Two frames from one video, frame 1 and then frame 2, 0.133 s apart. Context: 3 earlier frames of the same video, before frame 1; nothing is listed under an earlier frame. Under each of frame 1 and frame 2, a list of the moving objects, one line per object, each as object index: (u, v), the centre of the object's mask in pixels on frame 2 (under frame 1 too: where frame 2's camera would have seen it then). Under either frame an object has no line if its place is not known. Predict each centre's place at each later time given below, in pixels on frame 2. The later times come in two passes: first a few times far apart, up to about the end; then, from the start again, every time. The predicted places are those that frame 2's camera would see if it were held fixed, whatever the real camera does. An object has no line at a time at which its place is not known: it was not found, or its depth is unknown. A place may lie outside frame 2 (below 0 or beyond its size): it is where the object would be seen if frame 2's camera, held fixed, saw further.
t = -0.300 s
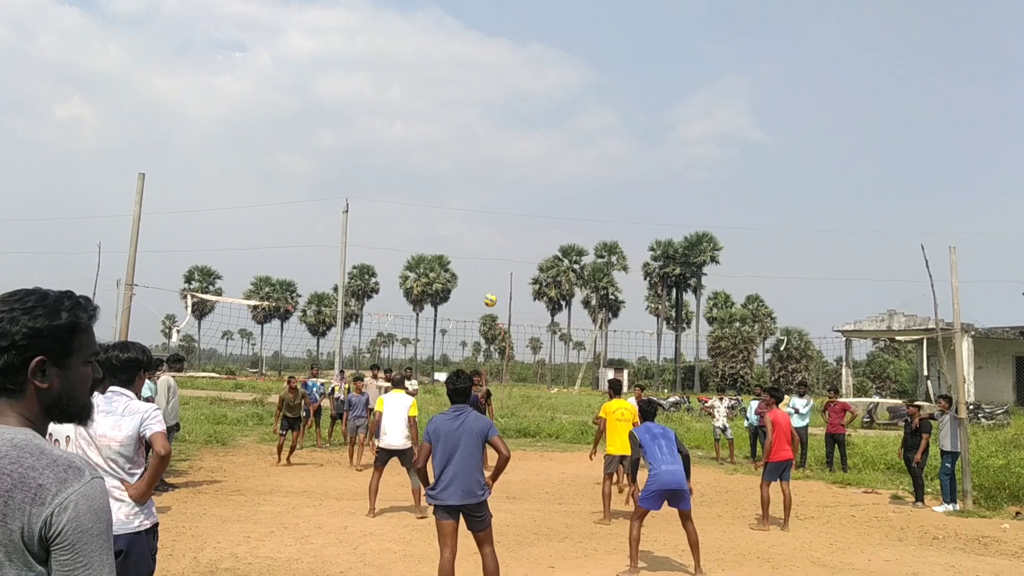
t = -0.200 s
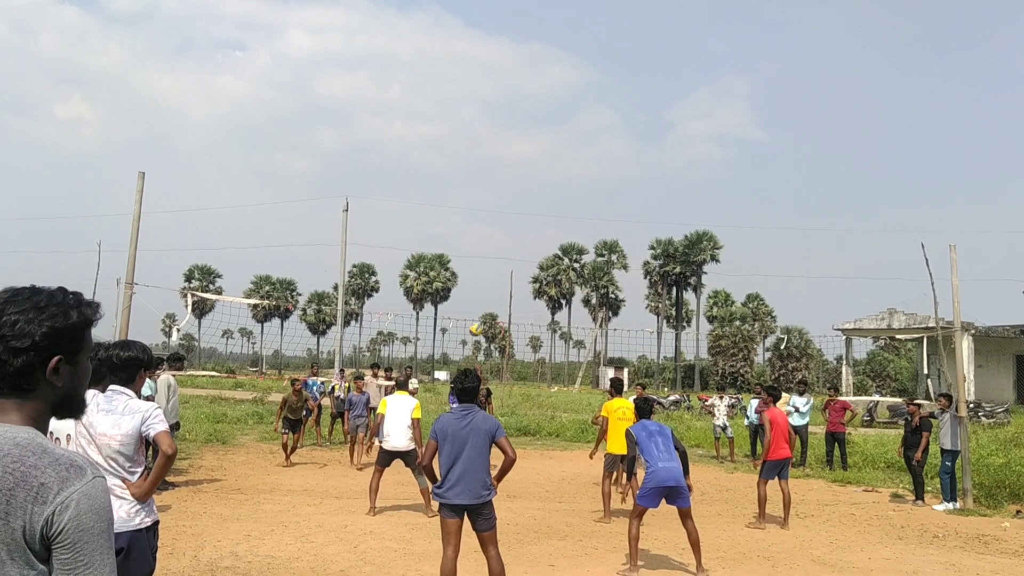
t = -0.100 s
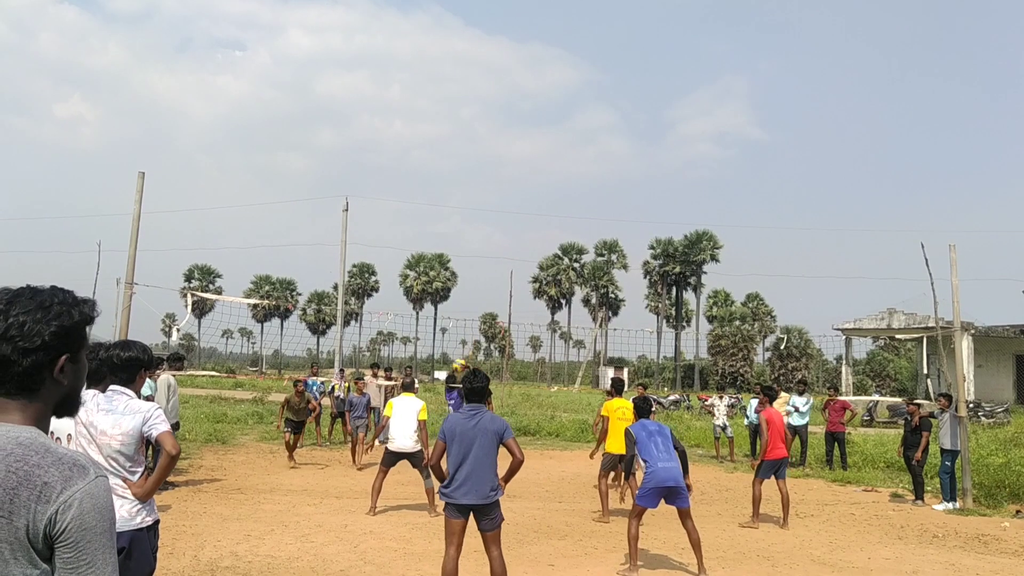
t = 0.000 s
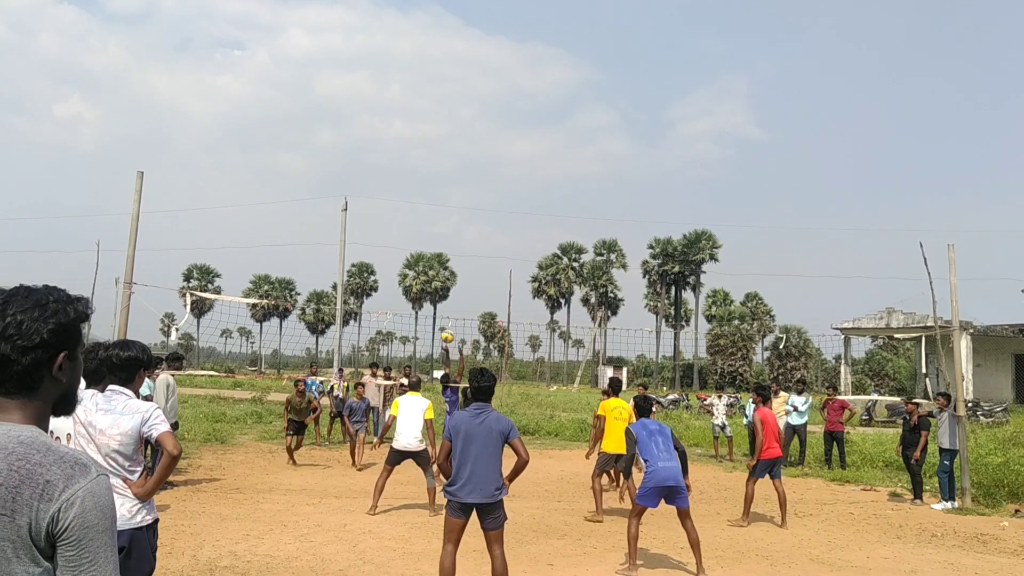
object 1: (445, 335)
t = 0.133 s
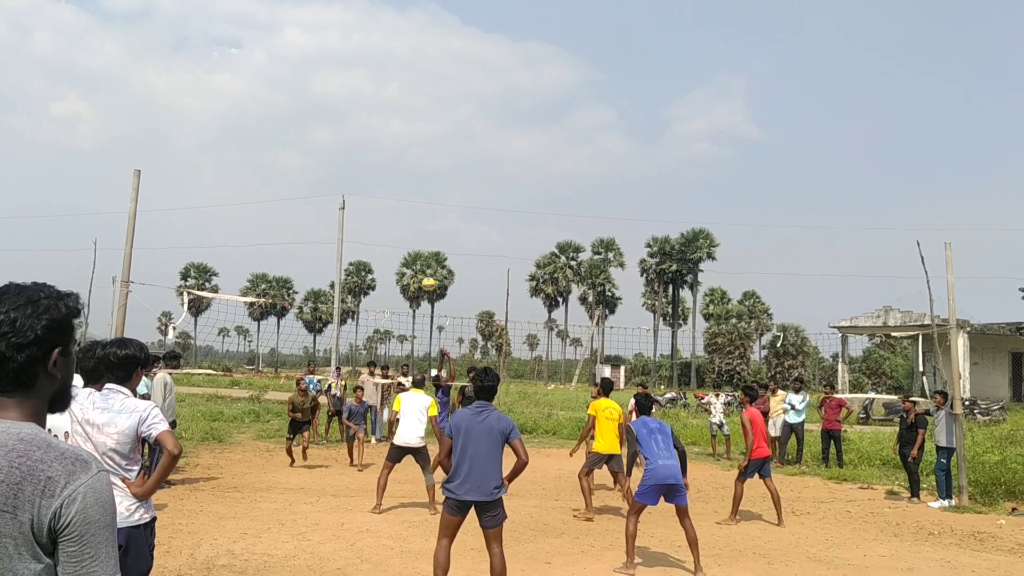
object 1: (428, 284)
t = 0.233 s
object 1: (415, 253)
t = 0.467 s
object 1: (381, 202)
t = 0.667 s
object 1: (349, 186)
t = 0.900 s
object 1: (308, 202)
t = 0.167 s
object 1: (424, 274)
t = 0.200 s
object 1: (420, 263)
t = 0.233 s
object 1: (415, 253)
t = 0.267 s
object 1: (410, 244)
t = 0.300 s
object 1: (406, 236)
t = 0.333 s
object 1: (401, 228)
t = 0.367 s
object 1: (396, 220)
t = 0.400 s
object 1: (391, 214)
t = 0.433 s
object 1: (386, 208)
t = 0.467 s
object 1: (381, 202)
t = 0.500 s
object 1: (376, 198)
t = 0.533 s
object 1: (370, 194)
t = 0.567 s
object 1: (365, 191)
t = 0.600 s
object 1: (360, 189)
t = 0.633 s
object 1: (354, 187)
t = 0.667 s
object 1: (349, 186)
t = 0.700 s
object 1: (344, 186)
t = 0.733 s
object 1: (338, 187)
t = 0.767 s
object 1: (332, 188)
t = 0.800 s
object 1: (326, 190)
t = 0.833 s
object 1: (320, 193)
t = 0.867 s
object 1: (315, 197)
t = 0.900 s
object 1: (308, 202)
